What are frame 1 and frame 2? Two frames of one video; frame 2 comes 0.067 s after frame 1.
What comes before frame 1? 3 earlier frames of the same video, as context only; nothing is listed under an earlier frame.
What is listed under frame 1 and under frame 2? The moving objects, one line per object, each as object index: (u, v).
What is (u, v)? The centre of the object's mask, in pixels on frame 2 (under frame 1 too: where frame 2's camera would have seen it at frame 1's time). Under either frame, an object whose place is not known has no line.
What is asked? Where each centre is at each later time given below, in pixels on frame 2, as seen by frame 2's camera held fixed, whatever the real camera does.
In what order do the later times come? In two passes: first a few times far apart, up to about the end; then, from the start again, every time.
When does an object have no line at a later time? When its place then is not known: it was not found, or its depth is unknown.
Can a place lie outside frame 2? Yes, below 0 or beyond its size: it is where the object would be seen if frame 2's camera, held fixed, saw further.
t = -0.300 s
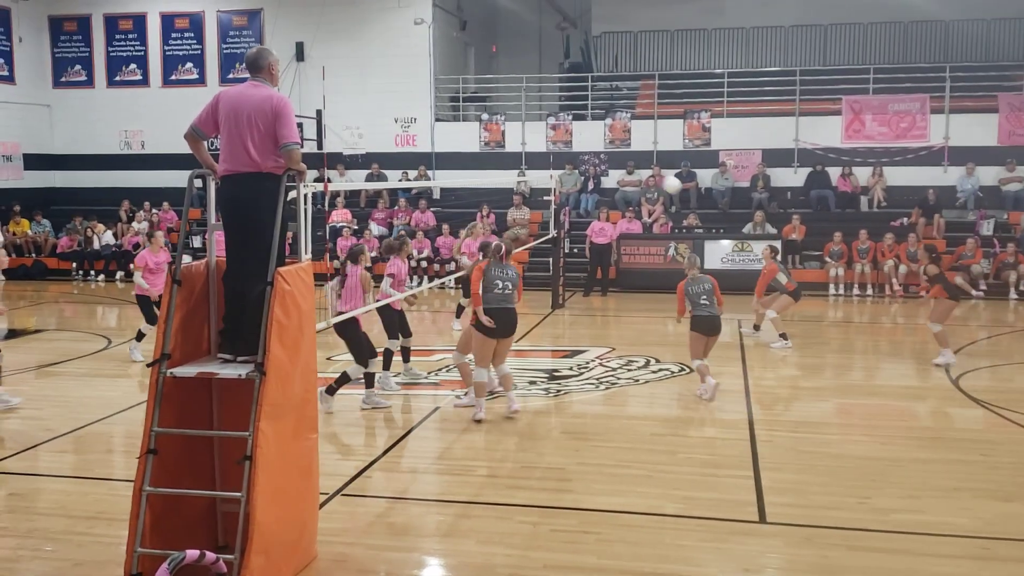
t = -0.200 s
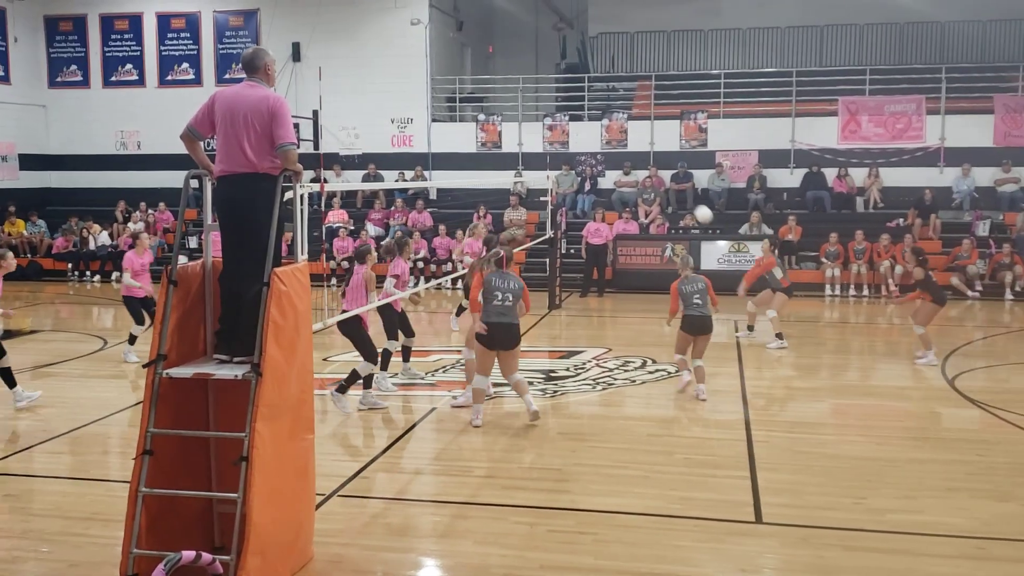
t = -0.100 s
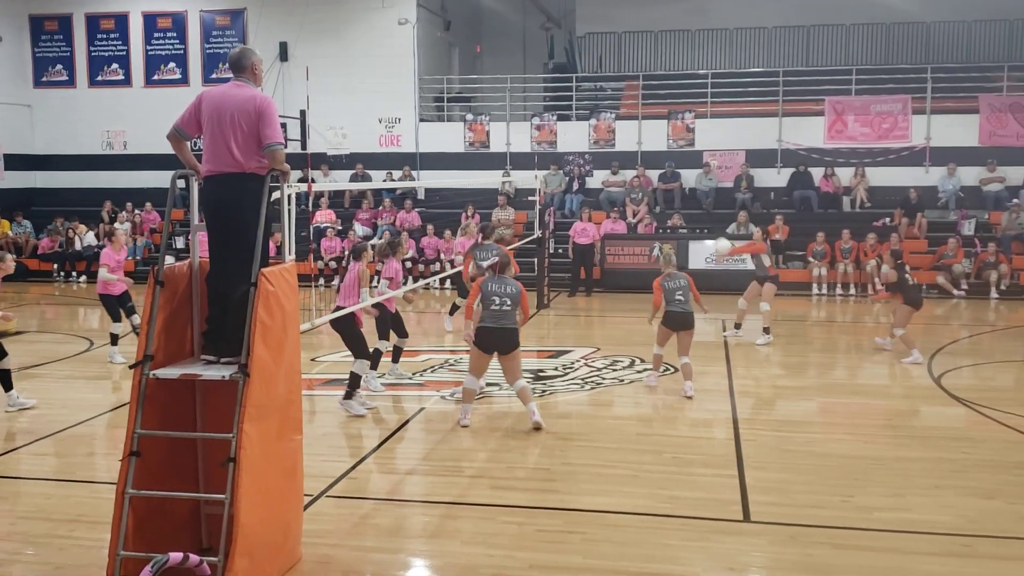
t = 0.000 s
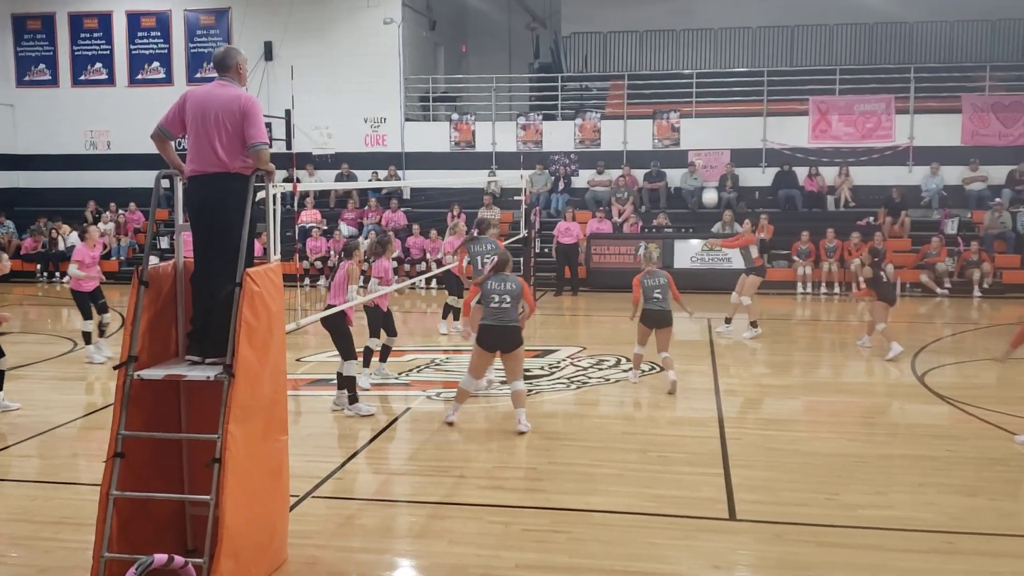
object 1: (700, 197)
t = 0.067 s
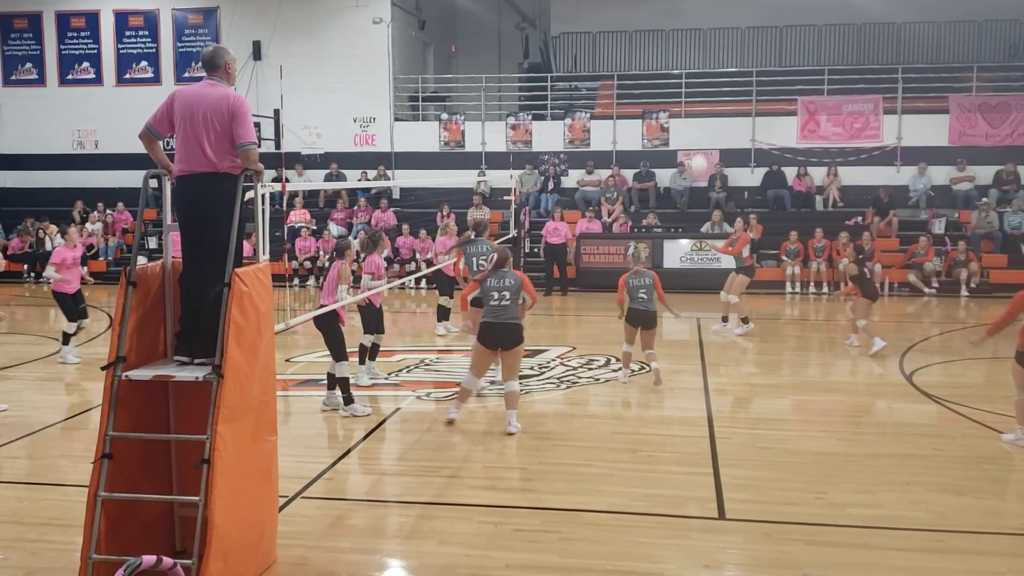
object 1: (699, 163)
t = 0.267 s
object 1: (697, 84)
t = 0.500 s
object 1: (693, 27)
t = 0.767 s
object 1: (689, 14)
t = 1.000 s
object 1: (684, 49)
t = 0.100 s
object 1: (698, 147)
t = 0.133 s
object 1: (699, 133)
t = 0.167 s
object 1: (698, 119)
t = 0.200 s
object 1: (698, 107)
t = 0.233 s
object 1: (697, 95)
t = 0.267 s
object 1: (697, 84)
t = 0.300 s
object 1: (696, 73)
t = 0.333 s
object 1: (696, 64)
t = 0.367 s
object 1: (695, 55)
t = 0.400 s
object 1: (694, 46)
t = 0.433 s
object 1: (694, 39)
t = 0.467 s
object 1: (694, 33)
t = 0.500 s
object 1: (693, 27)
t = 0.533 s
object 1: (693, 22)
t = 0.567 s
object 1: (692, 19)
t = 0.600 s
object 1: (692, 16)
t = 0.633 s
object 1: (691, 14)
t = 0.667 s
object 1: (690, 12)
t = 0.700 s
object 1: (690, 12)
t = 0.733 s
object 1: (689, 12)
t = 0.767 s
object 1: (689, 14)
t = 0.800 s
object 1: (688, 16)
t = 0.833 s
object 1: (687, 19)
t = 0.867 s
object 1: (687, 23)
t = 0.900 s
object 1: (686, 28)
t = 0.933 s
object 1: (685, 34)
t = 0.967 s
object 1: (684, 41)
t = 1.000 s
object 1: (684, 49)
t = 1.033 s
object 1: (683, 58)
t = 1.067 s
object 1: (682, 67)
